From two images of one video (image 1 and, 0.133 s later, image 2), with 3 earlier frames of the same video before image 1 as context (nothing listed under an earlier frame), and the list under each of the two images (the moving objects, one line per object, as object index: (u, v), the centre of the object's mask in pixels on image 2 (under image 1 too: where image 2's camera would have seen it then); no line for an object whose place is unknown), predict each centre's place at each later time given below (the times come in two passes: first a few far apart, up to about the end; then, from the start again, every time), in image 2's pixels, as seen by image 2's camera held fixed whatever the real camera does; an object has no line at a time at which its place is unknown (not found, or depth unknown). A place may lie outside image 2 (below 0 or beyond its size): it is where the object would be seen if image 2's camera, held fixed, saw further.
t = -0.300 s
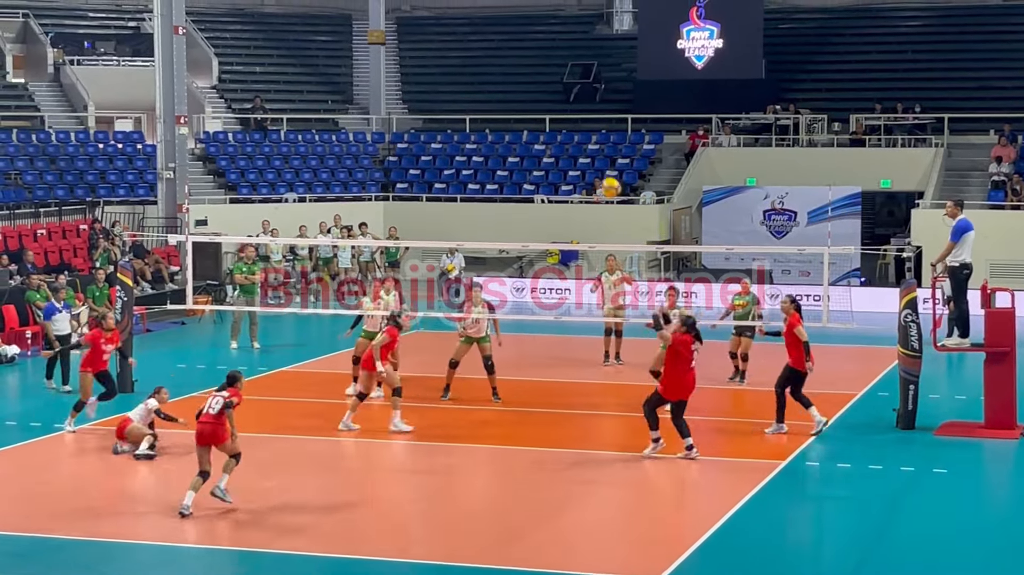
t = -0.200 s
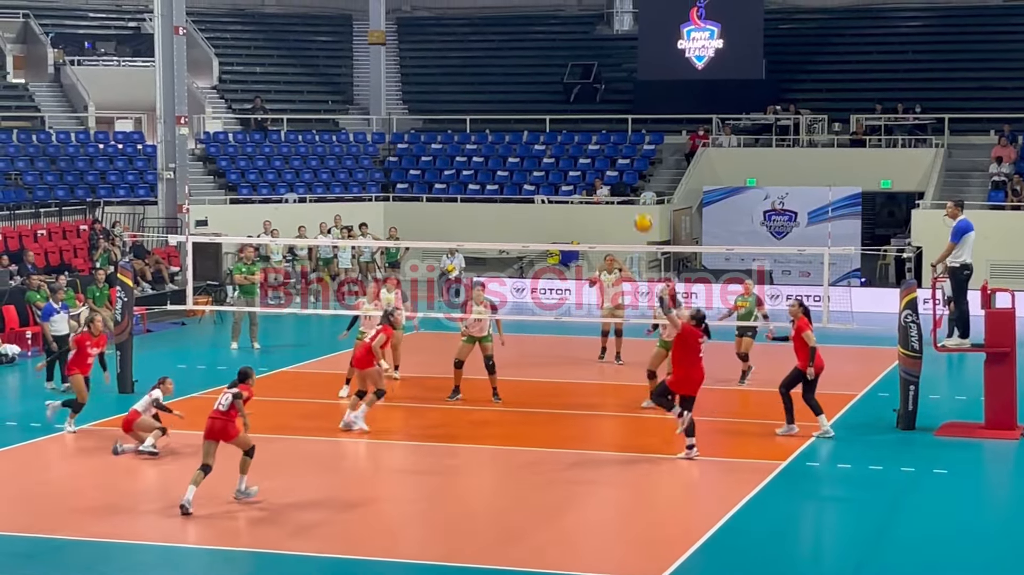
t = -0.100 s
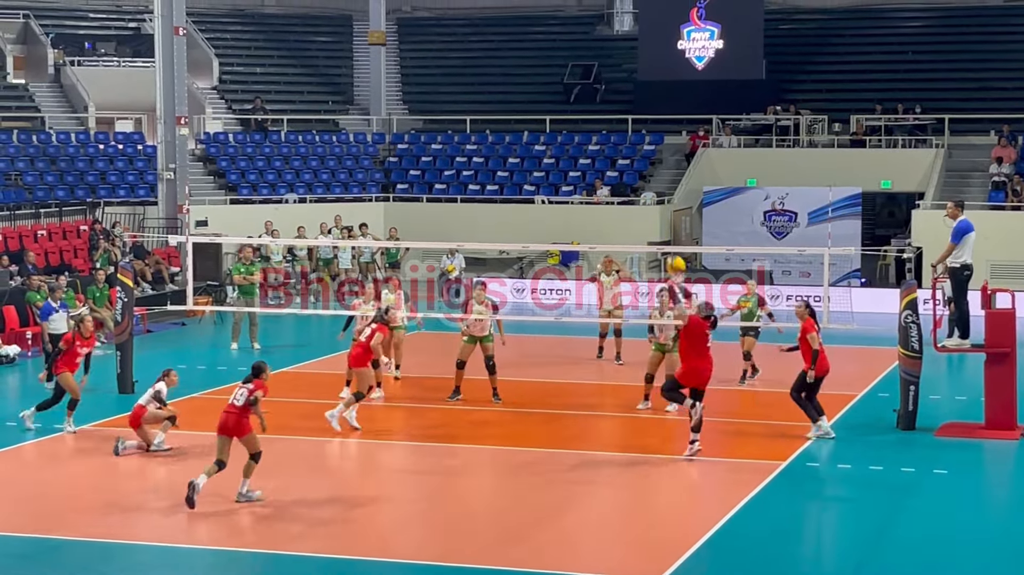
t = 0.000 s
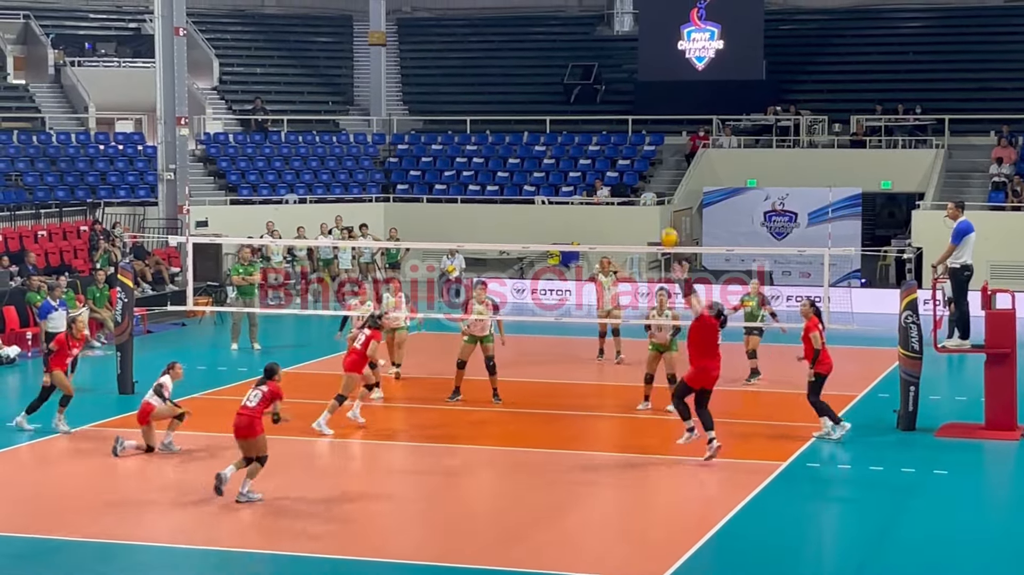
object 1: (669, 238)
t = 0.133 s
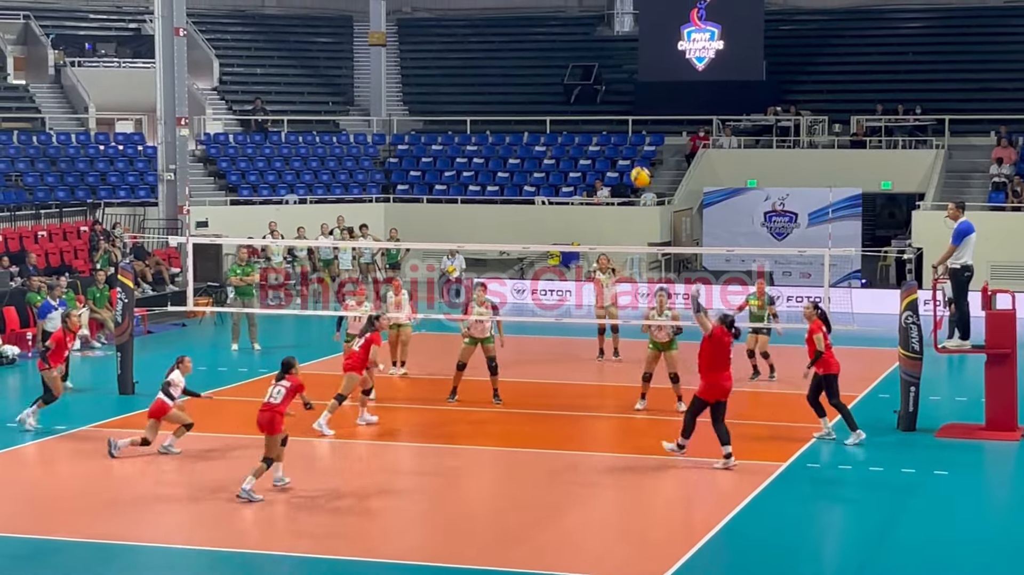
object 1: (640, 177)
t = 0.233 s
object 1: (619, 142)
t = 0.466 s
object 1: (573, 96)
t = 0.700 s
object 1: (524, 93)
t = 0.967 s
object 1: (471, 145)
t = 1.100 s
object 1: (446, 193)
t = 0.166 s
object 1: (633, 164)
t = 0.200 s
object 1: (626, 152)
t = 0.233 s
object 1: (619, 142)
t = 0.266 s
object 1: (612, 132)
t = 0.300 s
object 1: (605, 123)
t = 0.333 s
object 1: (598, 115)
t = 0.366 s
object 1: (590, 108)
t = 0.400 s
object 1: (587, 106)
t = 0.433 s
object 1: (580, 100)
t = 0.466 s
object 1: (573, 96)
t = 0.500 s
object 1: (566, 93)
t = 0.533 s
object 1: (559, 90)
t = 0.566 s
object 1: (552, 89)
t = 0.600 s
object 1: (545, 89)
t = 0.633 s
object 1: (538, 89)
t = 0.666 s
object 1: (531, 90)
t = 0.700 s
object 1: (524, 93)
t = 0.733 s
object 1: (517, 96)
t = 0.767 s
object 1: (511, 100)
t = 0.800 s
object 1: (504, 106)
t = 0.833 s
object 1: (497, 111)
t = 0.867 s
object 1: (491, 119)
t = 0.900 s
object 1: (484, 127)
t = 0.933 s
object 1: (478, 136)
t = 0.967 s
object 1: (471, 145)
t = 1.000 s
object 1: (465, 156)
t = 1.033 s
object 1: (459, 167)
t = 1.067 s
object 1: (452, 180)
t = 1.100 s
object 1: (446, 193)
